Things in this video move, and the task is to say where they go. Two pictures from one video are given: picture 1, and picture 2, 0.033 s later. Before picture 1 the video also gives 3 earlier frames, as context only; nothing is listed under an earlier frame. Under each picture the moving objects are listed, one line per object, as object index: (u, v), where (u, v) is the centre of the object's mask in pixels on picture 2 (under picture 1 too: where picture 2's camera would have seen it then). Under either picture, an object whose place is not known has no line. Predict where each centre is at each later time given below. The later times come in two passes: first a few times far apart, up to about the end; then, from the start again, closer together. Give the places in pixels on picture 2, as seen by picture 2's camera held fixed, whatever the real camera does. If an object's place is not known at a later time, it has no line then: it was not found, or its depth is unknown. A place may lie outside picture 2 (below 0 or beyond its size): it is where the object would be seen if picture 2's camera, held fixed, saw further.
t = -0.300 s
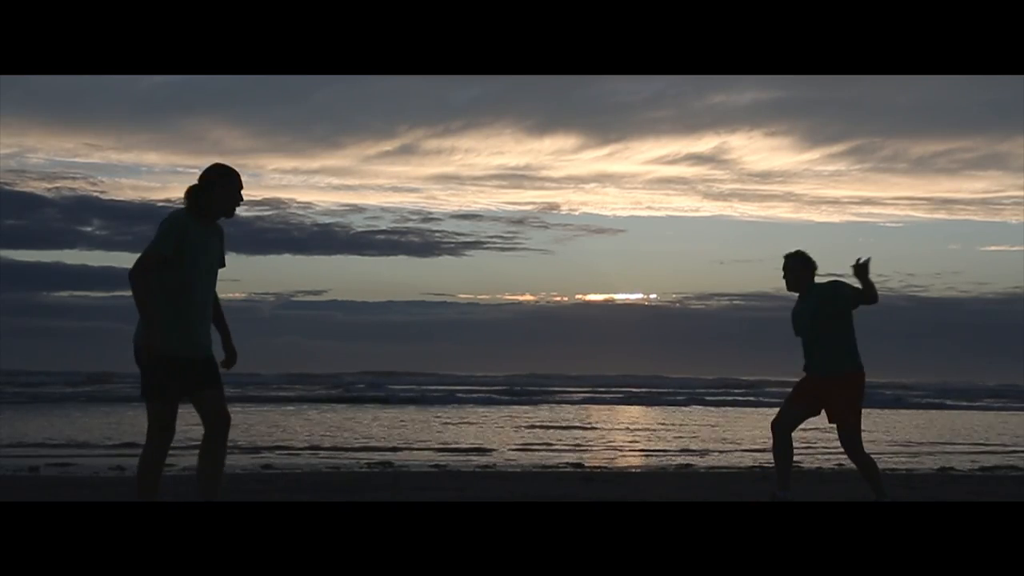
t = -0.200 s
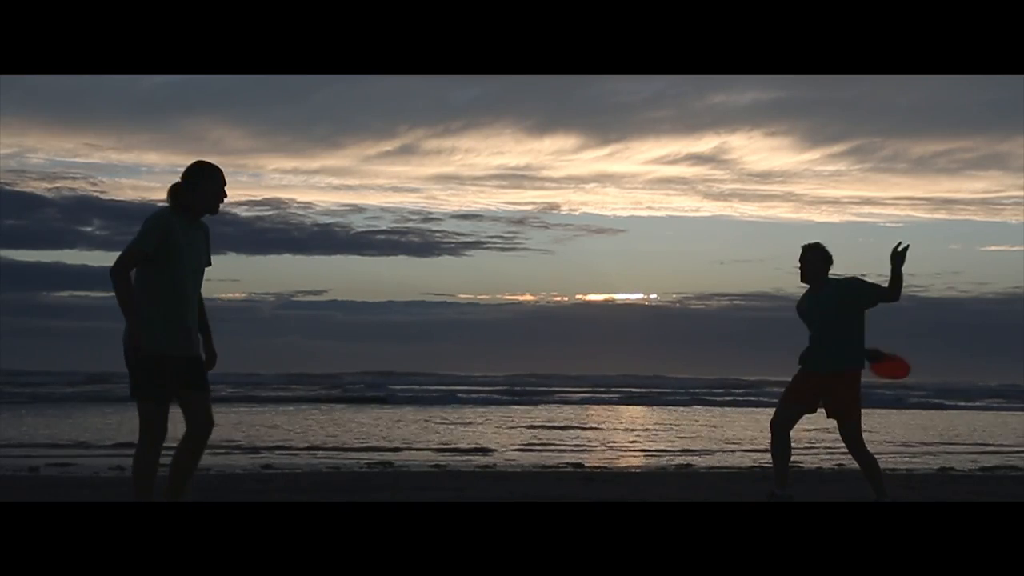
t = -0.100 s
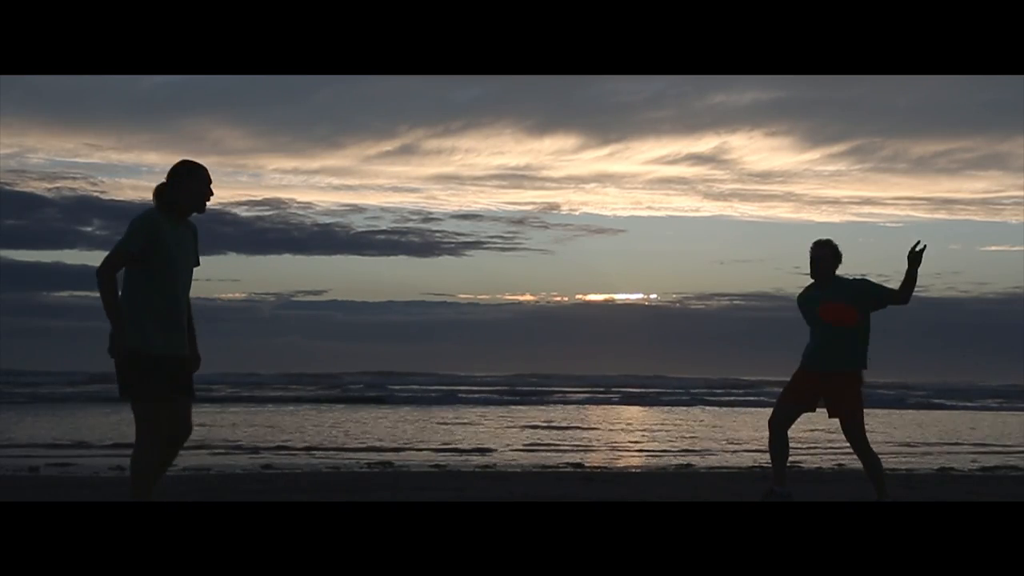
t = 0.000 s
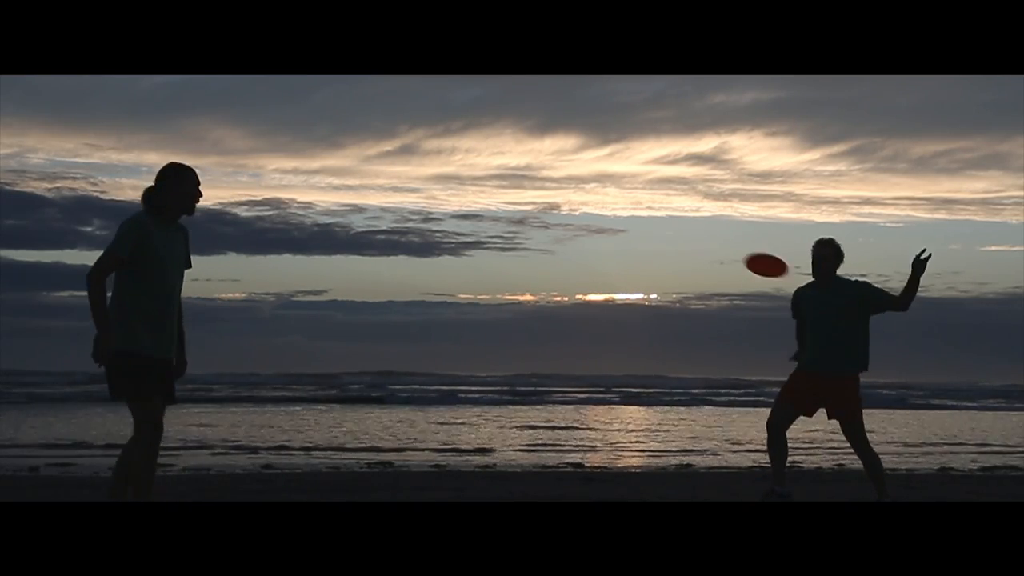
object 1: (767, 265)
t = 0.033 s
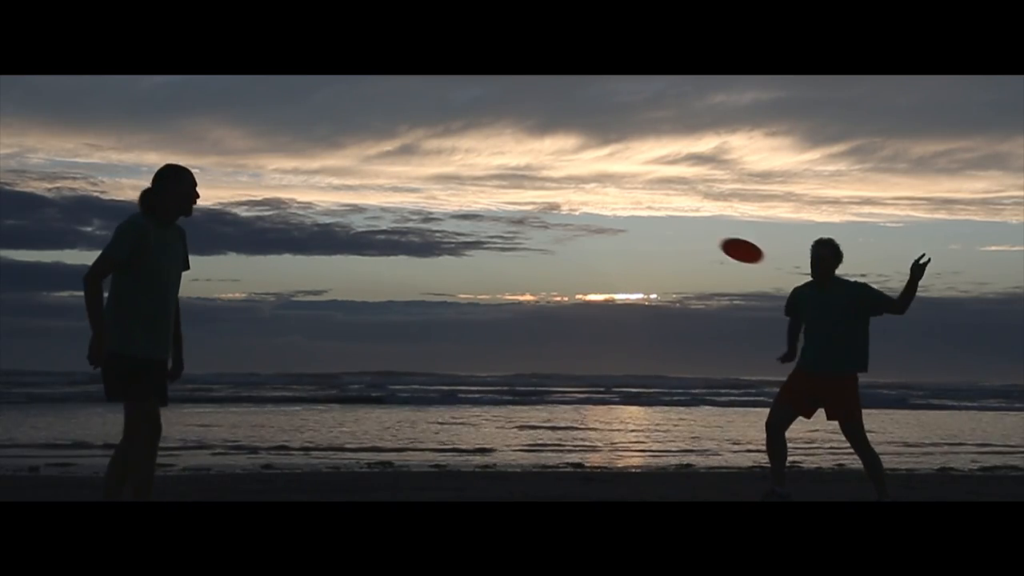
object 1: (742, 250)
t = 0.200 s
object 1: (619, 185)
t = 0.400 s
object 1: (482, 129)
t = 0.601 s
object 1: (340, 98)
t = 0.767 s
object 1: (230, 95)
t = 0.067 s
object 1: (716, 235)
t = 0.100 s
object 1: (694, 222)
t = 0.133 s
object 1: (669, 210)
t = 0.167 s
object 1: (645, 197)
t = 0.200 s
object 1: (619, 185)
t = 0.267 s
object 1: (572, 164)
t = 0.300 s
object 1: (548, 154)
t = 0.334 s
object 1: (525, 145)
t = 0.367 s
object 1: (500, 136)
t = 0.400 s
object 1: (482, 129)
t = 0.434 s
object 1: (459, 122)
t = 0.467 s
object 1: (438, 117)
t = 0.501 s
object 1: (415, 111)
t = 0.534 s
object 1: (389, 106)
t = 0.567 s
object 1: (364, 102)
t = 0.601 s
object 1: (340, 98)
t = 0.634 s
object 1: (318, 96)
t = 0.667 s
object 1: (294, 95)
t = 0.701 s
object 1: (272, 93)
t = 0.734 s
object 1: (251, 94)
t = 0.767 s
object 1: (230, 95)
